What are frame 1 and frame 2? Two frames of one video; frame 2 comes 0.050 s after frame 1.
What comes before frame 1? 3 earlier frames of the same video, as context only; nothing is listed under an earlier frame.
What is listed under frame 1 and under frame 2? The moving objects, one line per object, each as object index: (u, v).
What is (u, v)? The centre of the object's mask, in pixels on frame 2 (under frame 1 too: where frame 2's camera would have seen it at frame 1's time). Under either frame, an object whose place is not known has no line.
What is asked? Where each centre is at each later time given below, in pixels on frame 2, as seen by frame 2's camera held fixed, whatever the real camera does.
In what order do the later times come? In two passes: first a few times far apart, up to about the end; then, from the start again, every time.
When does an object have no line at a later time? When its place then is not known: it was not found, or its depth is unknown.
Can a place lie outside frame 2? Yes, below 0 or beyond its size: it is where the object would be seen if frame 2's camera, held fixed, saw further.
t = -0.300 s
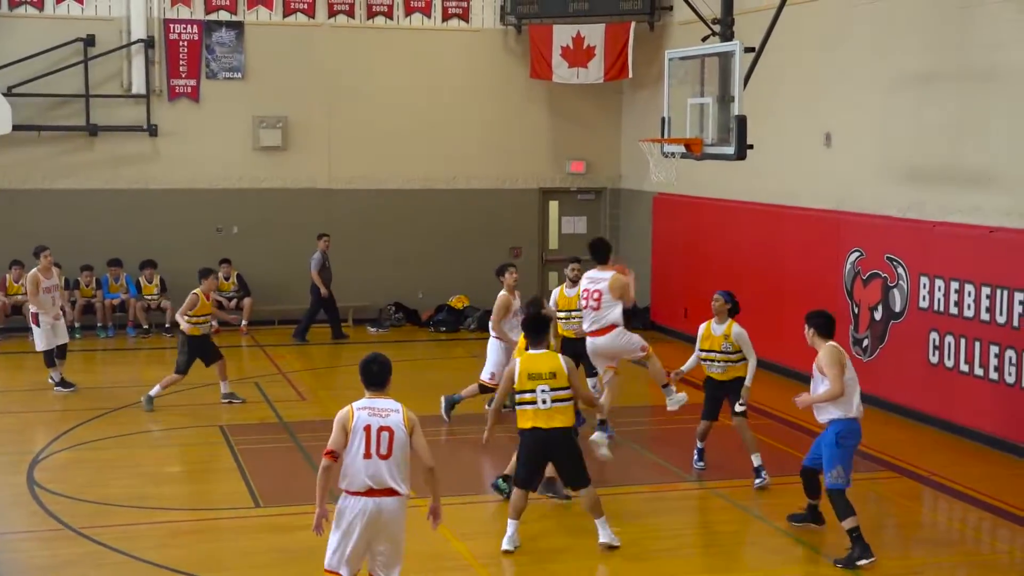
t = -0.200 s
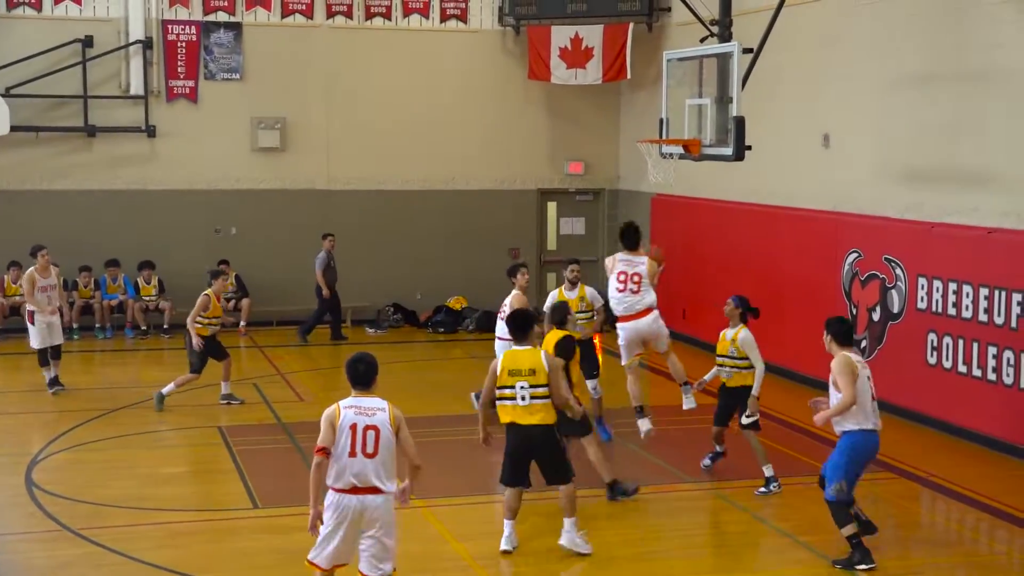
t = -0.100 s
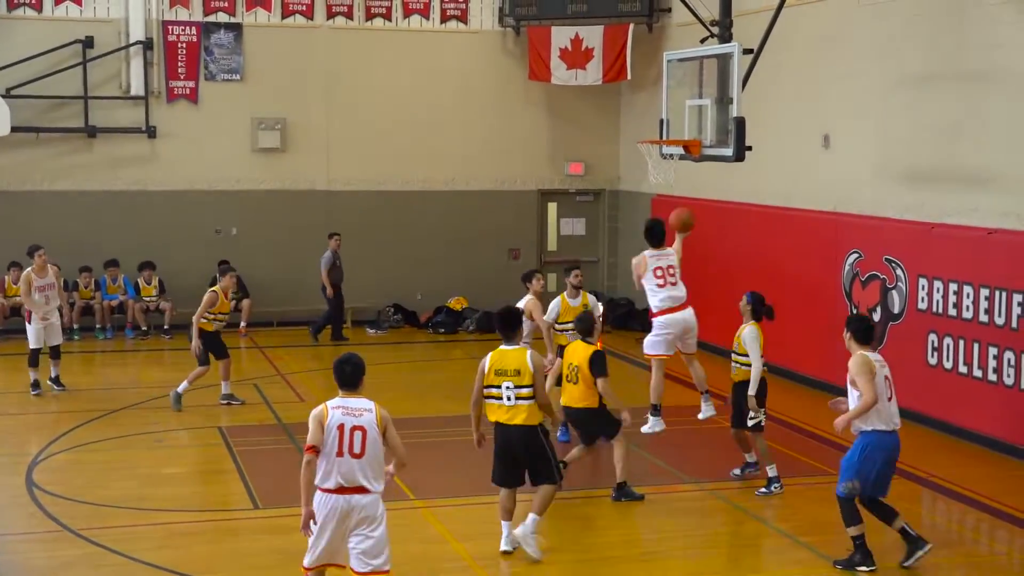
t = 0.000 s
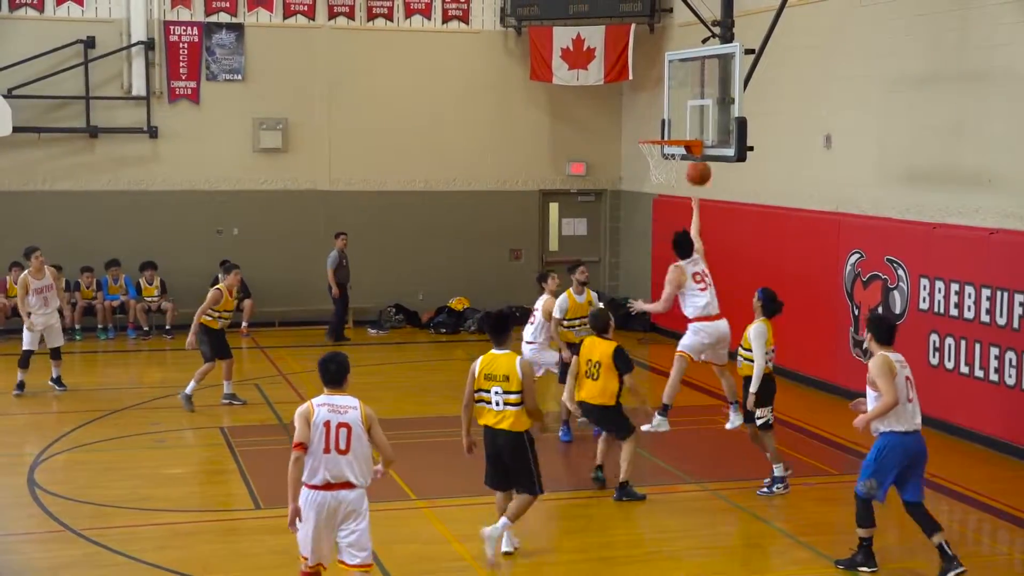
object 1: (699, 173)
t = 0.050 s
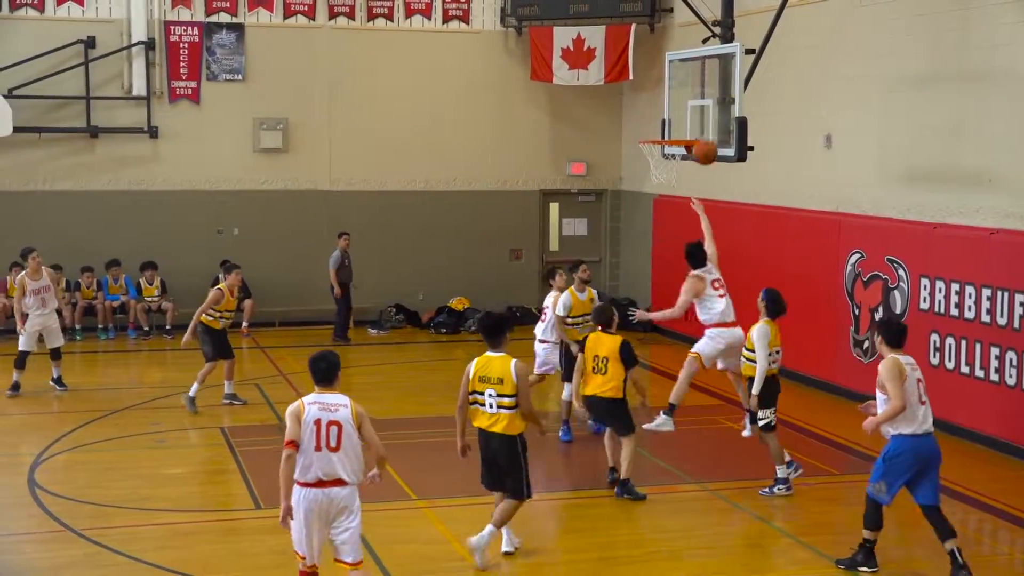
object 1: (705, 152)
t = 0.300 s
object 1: (700, 97)
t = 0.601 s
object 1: (651, 120)
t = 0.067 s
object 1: (707, 146)
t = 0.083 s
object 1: (709, 140)
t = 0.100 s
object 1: (711, 135)
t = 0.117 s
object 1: (712, 130)
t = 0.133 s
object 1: (714, 124)
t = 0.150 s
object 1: (716, 120)
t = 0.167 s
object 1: (718, 116)
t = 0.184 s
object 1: (718, 112)
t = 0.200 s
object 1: (715, 109)
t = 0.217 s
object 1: (713, 106)
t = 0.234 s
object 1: (711, 103)
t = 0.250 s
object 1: (708, 101)
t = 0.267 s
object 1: (705, 99)
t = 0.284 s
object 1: (702, 98)
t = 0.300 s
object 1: (700, 97)
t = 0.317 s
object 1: (697, 95)
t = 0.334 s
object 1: (694, 94)
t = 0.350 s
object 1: (691, 94)
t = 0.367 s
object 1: (688, 93)
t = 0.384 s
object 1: (686, 93)
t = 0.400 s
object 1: (683, 94)
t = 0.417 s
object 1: (681, 94)
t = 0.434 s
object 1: (678, 95)
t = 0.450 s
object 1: (676, 97)
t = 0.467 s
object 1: (673, 98)
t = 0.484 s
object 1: (670, 100)
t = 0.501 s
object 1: (668, 102)
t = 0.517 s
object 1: (665, 104)
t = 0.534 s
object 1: (662, 107)
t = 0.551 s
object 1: (659, 110)
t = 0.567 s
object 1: (657, 113)
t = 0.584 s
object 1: (653, 116)
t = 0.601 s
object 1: (651, 120)
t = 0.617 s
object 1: (648, 124)
